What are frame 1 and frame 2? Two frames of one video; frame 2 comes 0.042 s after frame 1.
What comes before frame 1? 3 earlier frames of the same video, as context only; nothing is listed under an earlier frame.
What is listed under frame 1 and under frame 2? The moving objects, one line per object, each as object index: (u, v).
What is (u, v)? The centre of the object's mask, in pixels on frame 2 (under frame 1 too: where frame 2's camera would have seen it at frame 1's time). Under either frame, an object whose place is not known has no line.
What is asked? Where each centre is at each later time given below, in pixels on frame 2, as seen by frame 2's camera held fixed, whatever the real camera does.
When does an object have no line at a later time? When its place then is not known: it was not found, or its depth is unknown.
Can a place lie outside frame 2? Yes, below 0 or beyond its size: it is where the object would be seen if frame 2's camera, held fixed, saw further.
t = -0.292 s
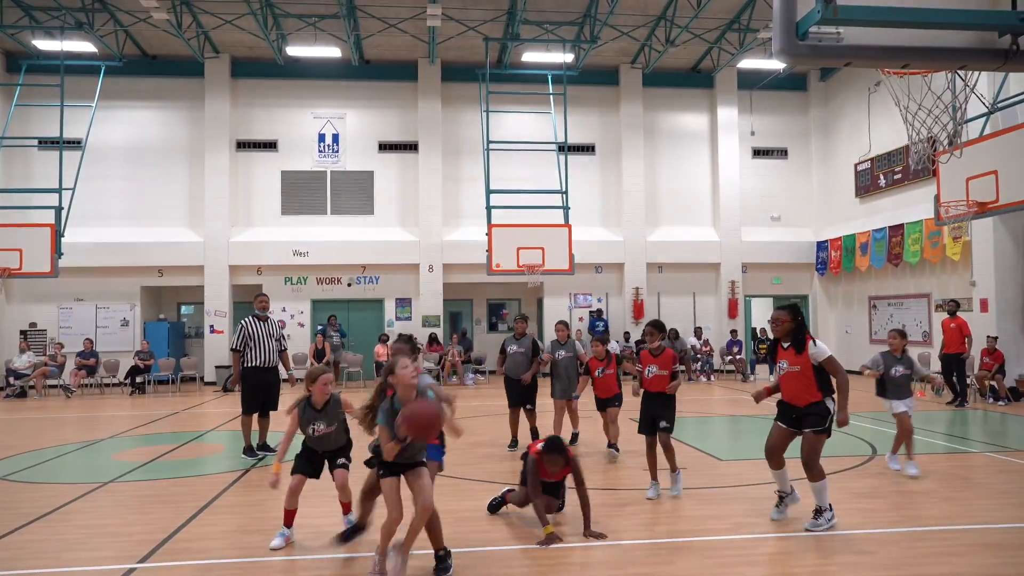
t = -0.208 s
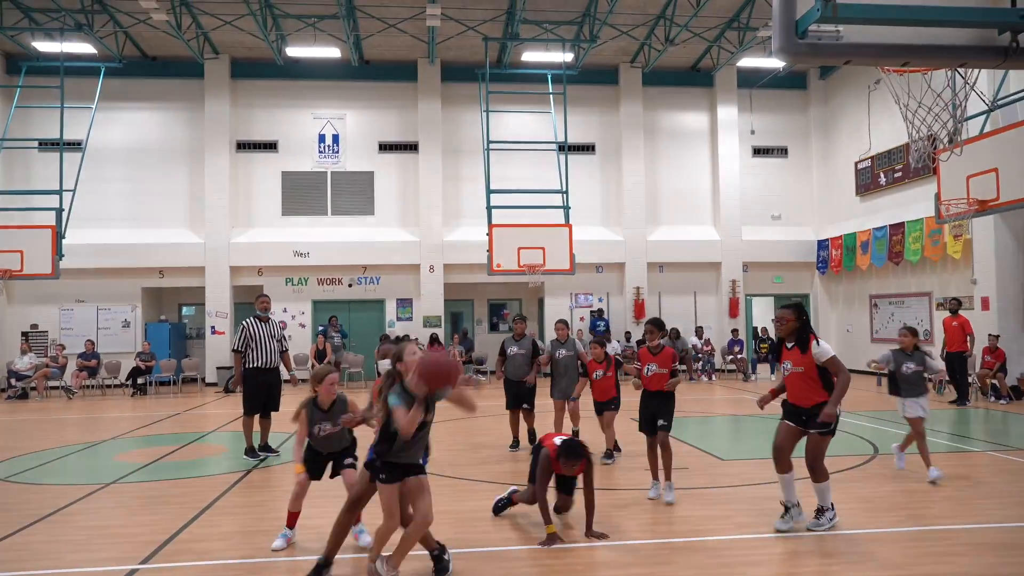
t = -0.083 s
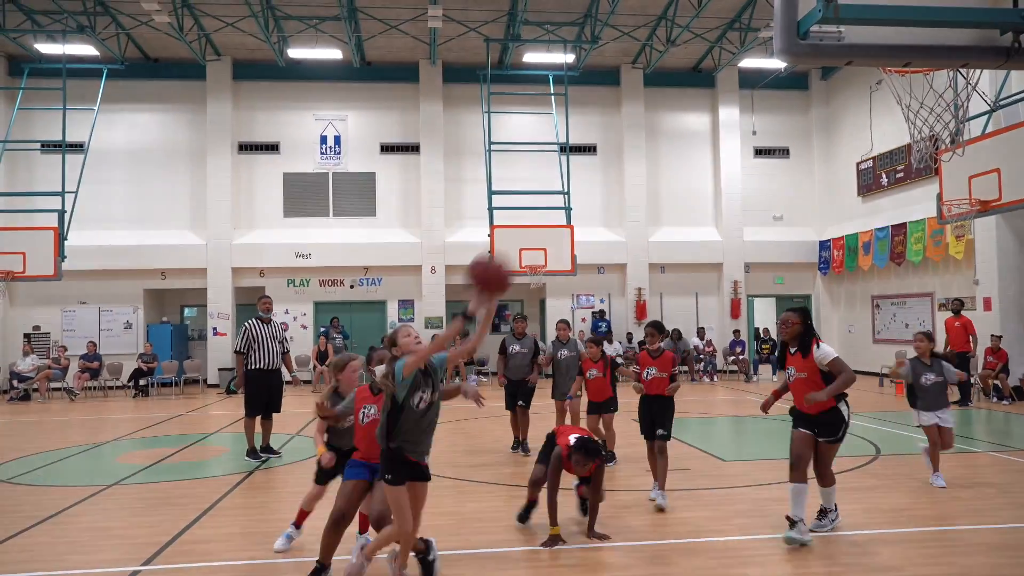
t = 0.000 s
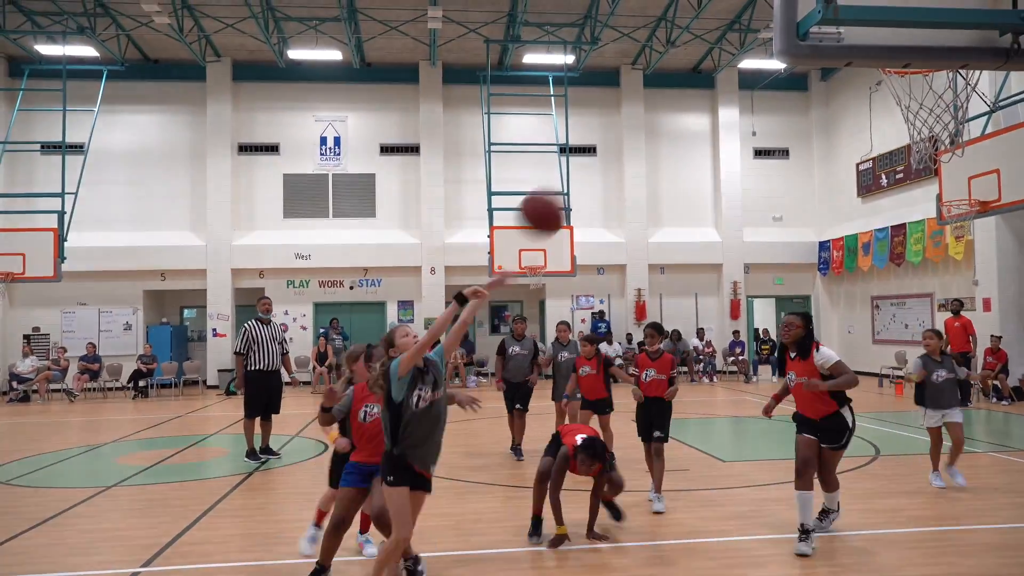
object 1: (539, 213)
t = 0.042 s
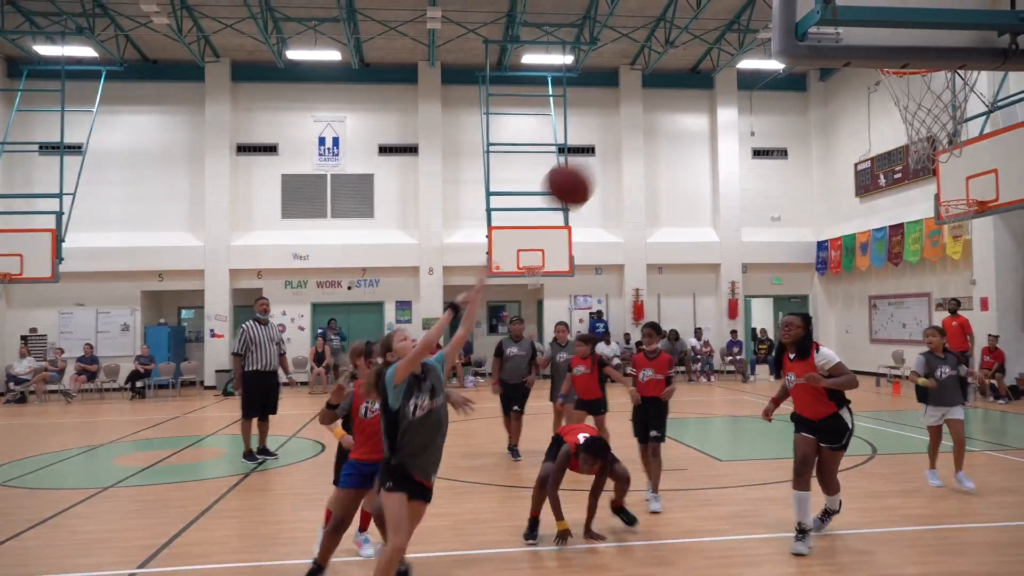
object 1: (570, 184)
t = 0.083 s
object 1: (603, 158)
